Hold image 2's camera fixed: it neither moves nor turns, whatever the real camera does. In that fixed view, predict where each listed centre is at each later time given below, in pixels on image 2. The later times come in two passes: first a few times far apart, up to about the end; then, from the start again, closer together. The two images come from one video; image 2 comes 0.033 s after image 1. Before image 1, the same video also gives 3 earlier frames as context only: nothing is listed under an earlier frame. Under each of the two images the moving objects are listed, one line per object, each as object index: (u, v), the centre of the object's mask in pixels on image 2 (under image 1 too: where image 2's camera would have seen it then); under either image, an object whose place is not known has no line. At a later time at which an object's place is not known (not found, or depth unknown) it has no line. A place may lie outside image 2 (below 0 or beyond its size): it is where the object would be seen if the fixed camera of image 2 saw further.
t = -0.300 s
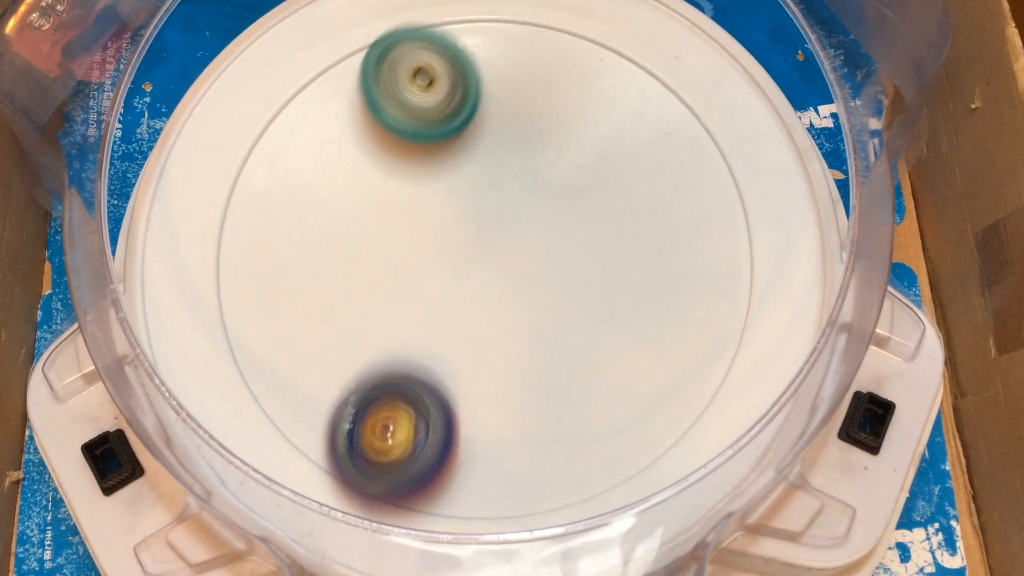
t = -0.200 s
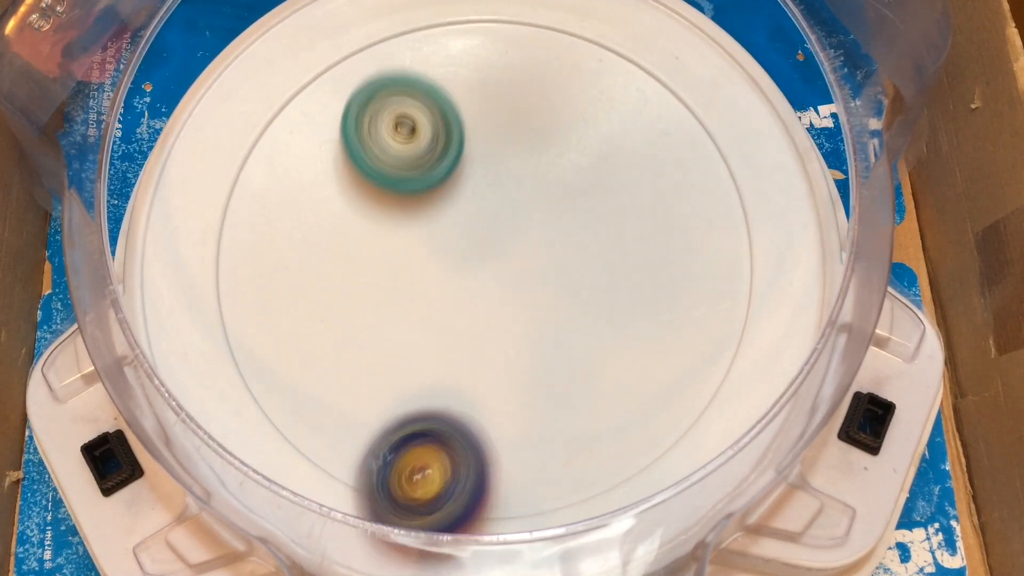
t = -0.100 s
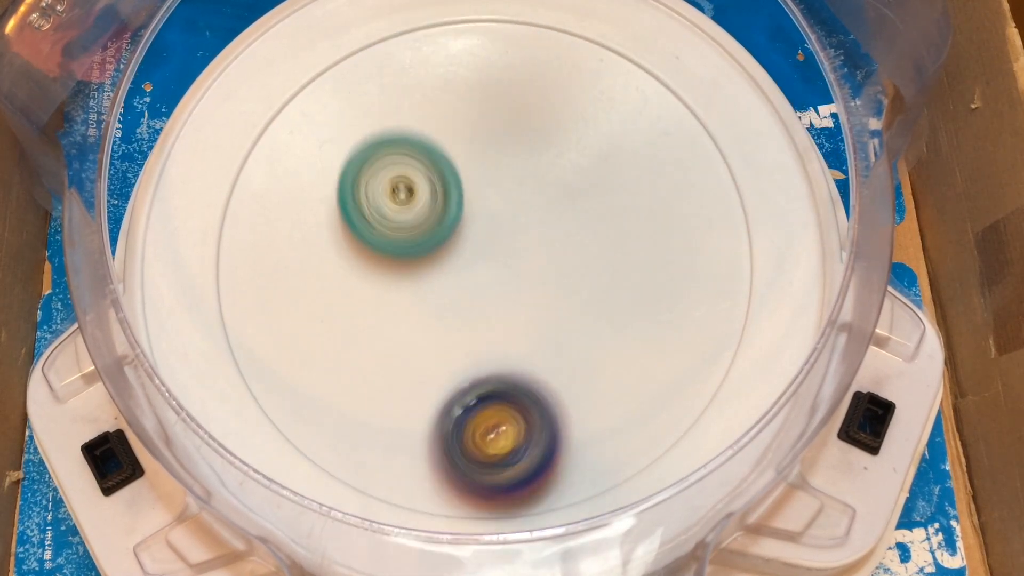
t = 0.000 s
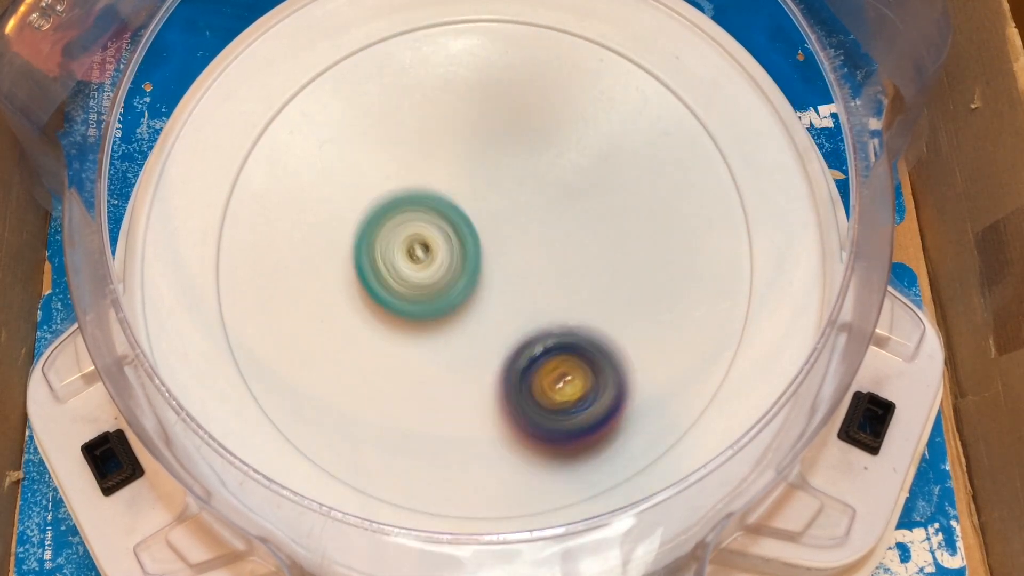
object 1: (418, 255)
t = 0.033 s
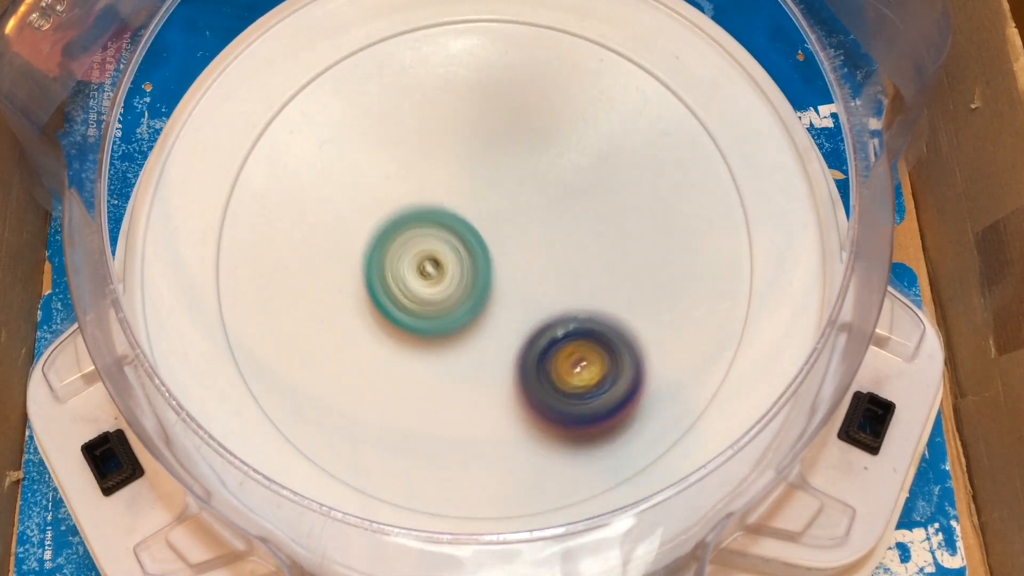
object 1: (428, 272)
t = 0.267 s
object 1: (448, 280)
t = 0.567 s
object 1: (240, 153)
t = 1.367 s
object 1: (623, 81)
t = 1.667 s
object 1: (486, 372)
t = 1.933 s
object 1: (340, 356)
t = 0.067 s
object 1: (441, 285)
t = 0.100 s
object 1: (455, 296)
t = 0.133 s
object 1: (468, 302)
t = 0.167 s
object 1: (461, 299)
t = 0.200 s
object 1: (454, 294)
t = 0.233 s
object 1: (450, 288)
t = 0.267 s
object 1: (448, 280)
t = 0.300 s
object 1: (449, 272)
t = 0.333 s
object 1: (404, 252)
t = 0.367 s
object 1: (356, 228)
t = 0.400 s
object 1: (313, 207)
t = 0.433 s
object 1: (277, 186)
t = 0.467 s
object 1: (252, 166)
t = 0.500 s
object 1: (234, 152)
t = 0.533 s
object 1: (231, 148)
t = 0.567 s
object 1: (240, 153)
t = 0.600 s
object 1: (256, 164)
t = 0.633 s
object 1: (281, 179)
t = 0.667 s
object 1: (311, 194)
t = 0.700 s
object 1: (343, 211)
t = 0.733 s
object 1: (366, 225)
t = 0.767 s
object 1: (285, 259)
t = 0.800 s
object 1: (201, 289)
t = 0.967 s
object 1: (220, 160)
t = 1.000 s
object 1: (252, 144)
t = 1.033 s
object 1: (294, 108)
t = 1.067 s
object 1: (340, 79)
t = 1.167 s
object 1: (491, 21)
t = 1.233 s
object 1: (580, 31)
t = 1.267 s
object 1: (614, 46)
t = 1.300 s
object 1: (627, 48)
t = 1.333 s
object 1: (629, 61)
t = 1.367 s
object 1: (623, 81)
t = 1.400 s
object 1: (613, 110)
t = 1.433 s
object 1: (600, 145)
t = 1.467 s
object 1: (587, 184)
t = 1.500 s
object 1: (574, 226)
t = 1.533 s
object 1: (560, 266)
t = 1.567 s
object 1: (545, 301)
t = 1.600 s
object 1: (529, 329)
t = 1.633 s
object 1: (510, 354)
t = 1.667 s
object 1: (486, 372)
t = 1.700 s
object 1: (462, 383)
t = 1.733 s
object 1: (437, 386)
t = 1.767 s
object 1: (408, 387)
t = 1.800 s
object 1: (381, 384)
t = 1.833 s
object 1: (359, 383)
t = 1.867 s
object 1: (345, 379)
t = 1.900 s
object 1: (340, 371)
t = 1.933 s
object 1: (340, 356)
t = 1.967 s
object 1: (327, 332)
